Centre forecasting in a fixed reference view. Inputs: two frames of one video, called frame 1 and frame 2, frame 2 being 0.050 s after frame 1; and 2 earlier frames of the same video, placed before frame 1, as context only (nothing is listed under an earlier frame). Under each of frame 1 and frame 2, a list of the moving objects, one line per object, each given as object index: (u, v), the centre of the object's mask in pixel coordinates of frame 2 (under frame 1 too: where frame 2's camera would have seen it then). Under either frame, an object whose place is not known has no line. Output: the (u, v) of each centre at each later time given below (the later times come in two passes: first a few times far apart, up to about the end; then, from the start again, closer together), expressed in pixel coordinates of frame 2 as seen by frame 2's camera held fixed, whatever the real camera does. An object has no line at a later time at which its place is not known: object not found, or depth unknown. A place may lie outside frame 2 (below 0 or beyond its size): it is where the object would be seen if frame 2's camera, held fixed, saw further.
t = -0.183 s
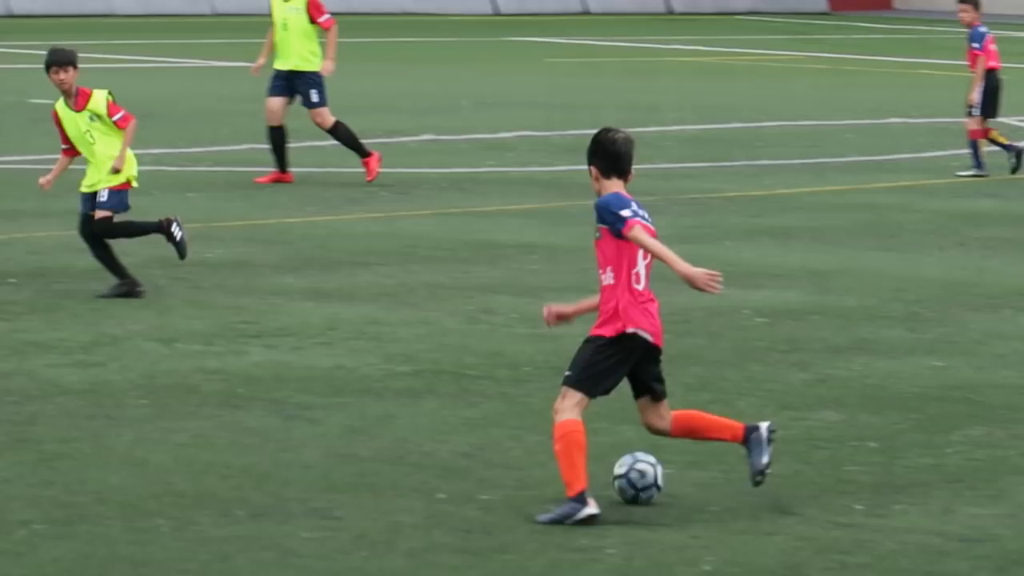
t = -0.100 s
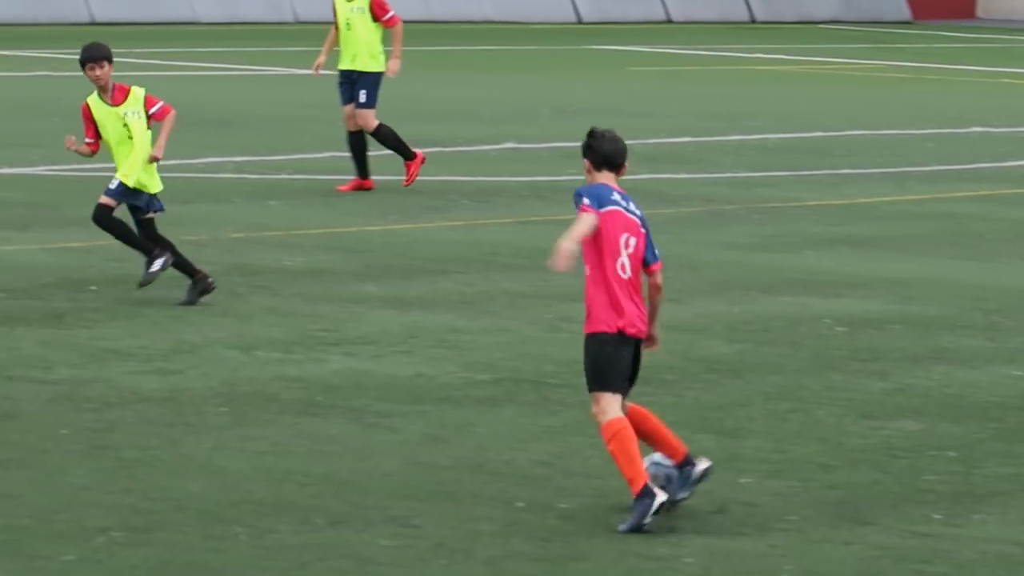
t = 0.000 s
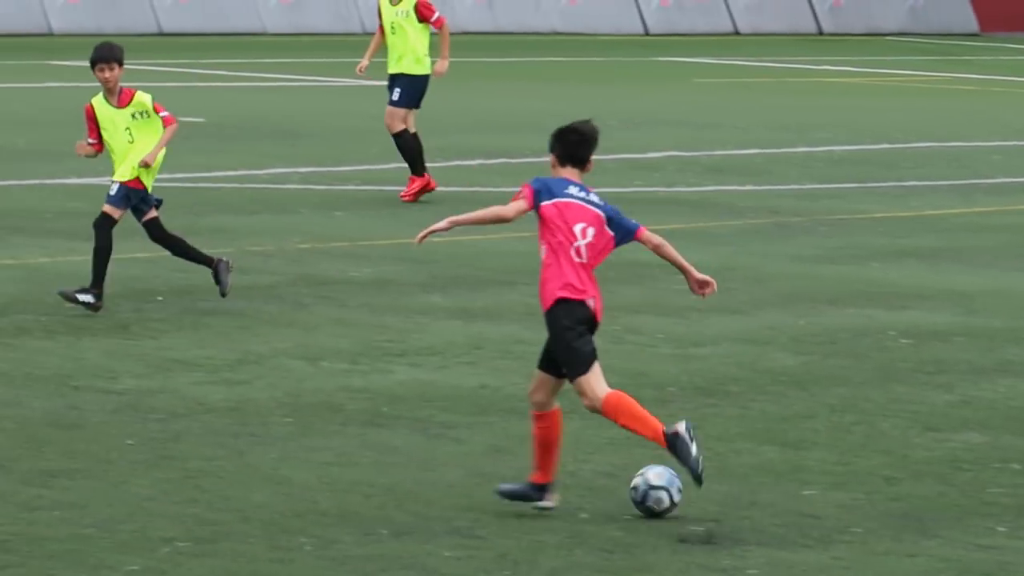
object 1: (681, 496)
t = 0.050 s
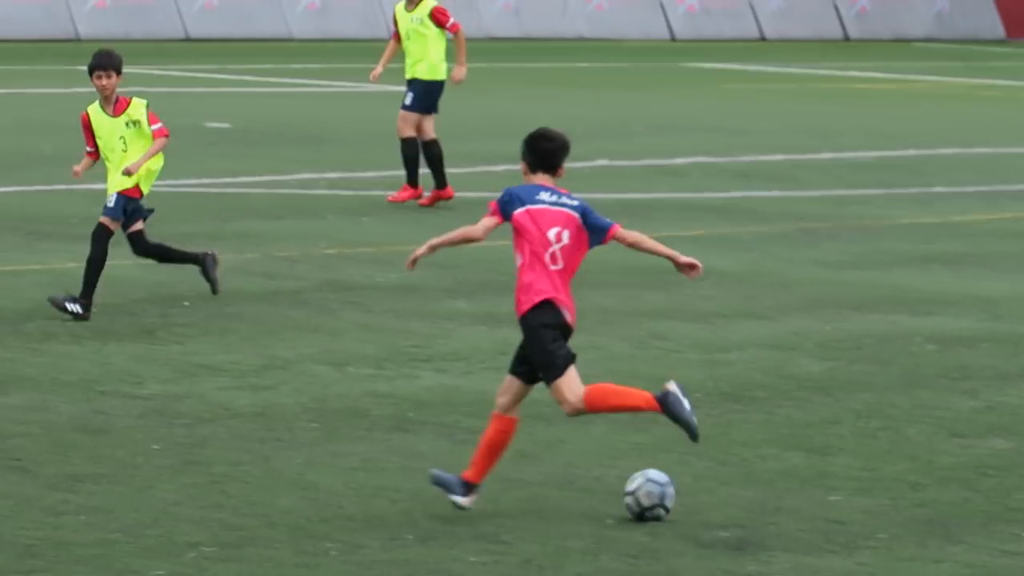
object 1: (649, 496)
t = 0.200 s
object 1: (550, 489)
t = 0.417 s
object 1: (416, 483)
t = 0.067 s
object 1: (638, 495)
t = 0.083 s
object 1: (626, 494)
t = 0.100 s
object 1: (615, 492)
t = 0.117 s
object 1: (603, 491)
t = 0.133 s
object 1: (593, 490)
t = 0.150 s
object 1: (582, 490)
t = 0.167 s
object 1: (571, 490)
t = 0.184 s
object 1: (561, 490)
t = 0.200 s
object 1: (550, 489)
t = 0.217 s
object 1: (540, 488)
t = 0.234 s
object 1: (529, 488)
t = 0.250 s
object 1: (518, 487)
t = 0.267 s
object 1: (508, 487)
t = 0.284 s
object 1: (496, 486)
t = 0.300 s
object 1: (486, 486)
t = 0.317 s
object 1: (476, 485)
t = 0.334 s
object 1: (467, 485)
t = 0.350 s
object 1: (457, 485)
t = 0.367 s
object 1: (447, 484)
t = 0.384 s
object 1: (437, 484)
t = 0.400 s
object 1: (426, 483)
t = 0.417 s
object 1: (416, 483)
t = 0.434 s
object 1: (405, 483)
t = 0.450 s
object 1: (395, 482)
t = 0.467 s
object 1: (386, 481)
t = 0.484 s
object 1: (376, 481)
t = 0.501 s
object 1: (367, 481)
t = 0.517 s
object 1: (356, 482)
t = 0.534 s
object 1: (347, 481)
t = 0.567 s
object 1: (328, 477)
